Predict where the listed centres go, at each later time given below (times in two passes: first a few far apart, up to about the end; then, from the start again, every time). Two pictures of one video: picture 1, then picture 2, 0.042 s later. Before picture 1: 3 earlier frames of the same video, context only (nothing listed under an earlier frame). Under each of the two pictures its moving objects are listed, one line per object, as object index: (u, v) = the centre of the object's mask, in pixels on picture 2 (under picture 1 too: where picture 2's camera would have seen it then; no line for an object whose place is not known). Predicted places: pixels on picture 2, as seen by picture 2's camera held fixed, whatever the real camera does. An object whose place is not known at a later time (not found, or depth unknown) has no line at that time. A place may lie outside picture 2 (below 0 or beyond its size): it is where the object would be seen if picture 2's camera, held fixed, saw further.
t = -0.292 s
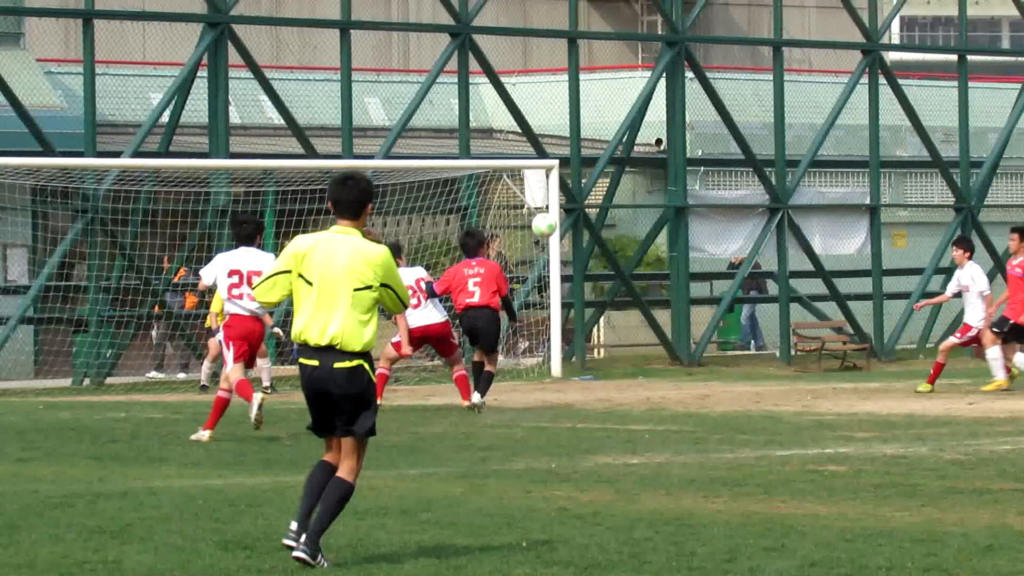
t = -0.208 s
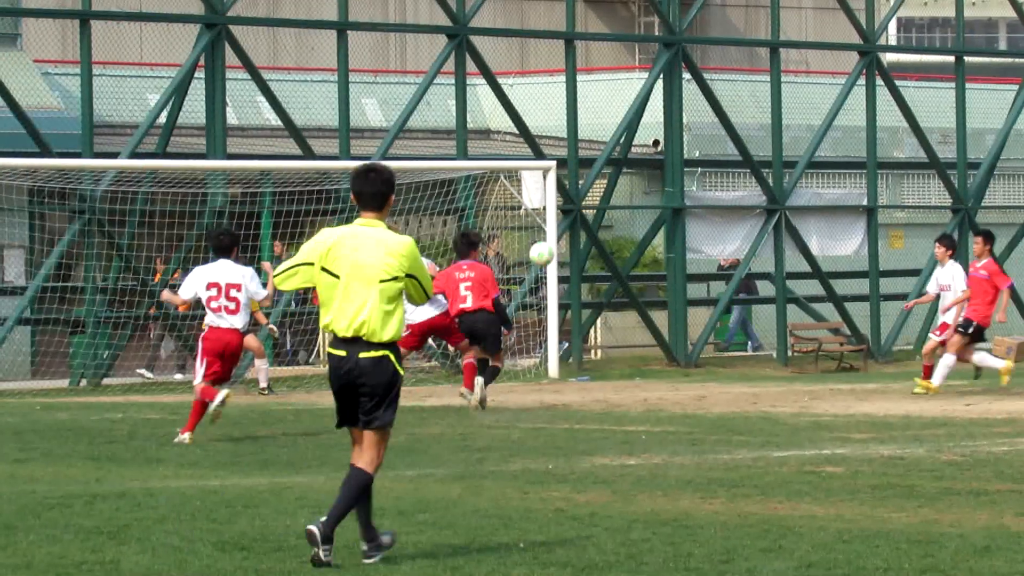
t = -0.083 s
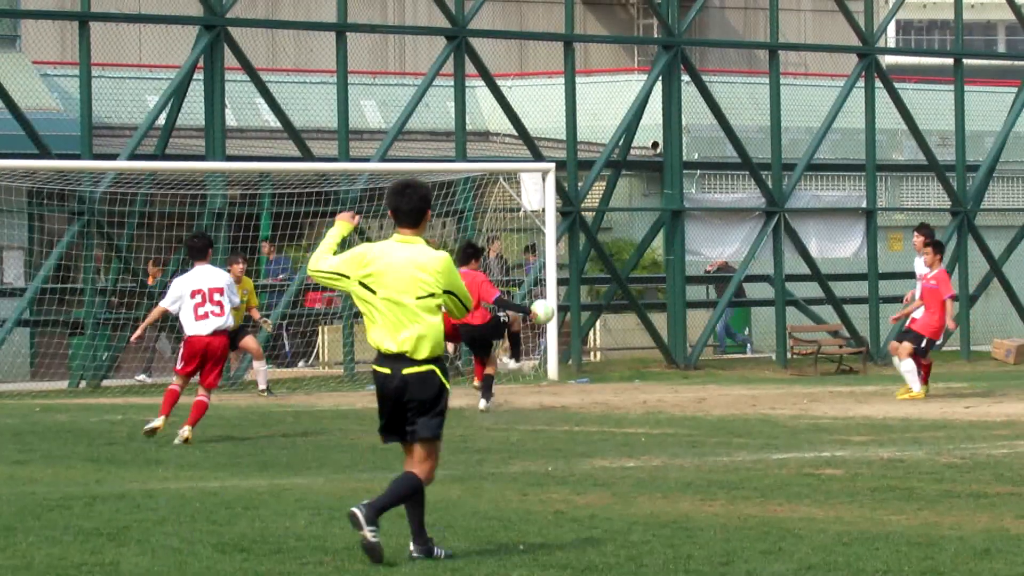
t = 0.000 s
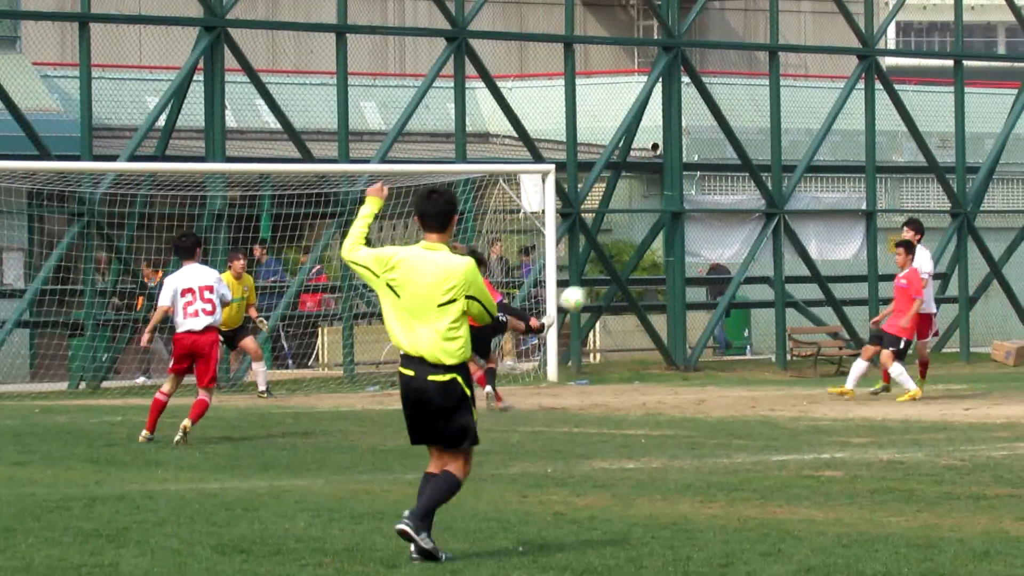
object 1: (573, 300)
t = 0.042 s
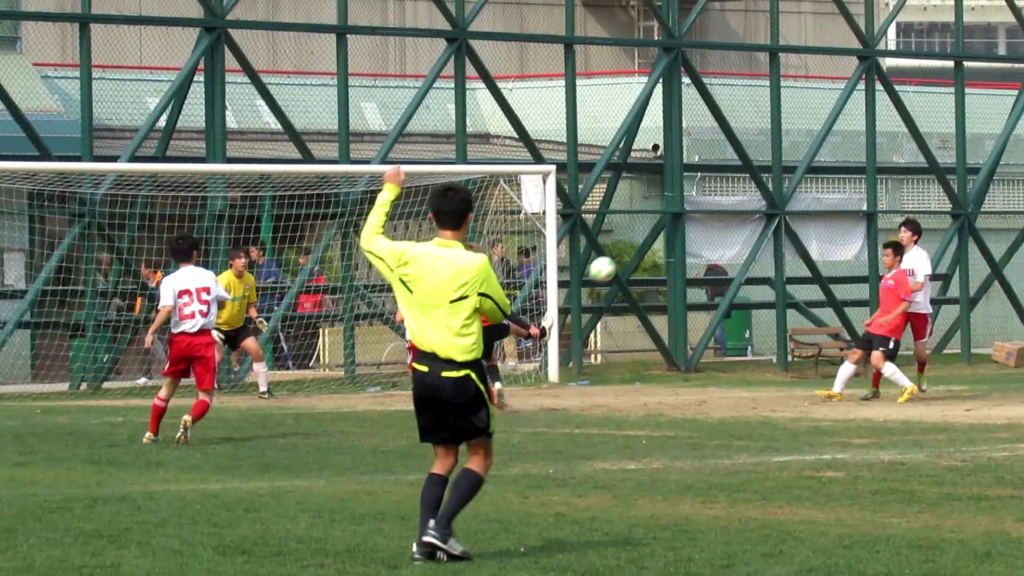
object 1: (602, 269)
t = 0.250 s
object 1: (742, 149)
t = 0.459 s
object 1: (881, 72)
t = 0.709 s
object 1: (1042, 44)
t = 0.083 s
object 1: (630, 241)
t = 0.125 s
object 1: (659, 215)
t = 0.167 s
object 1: (687, 192)
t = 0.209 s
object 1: (715, 168)
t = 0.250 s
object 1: (742, 149)
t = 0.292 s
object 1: (770, 128)
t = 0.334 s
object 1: (797, 114)
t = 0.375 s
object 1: (825, 97)
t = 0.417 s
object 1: (853, 83)
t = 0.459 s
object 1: (881, 72)
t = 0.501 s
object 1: (907, 62)
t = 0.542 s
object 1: (935, 55)
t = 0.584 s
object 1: (963, 49)
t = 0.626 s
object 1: (990, 46)
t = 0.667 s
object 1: (1017, 44)
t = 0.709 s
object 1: (1042, 44)
